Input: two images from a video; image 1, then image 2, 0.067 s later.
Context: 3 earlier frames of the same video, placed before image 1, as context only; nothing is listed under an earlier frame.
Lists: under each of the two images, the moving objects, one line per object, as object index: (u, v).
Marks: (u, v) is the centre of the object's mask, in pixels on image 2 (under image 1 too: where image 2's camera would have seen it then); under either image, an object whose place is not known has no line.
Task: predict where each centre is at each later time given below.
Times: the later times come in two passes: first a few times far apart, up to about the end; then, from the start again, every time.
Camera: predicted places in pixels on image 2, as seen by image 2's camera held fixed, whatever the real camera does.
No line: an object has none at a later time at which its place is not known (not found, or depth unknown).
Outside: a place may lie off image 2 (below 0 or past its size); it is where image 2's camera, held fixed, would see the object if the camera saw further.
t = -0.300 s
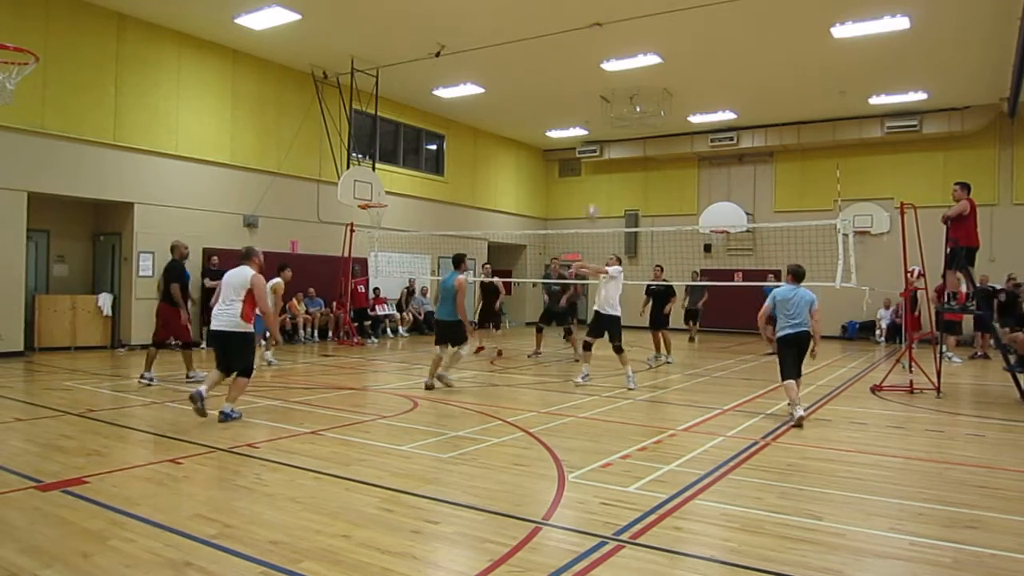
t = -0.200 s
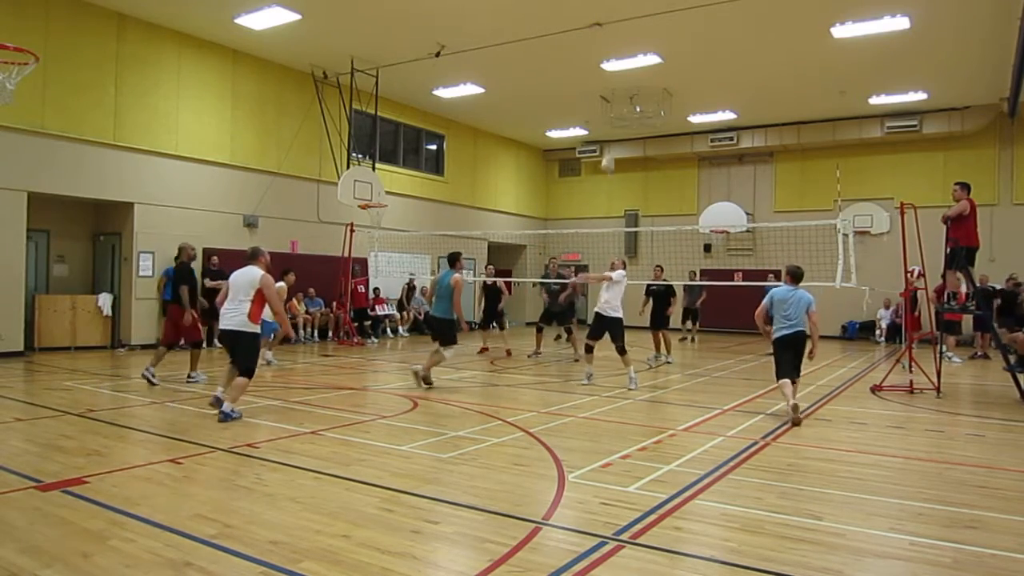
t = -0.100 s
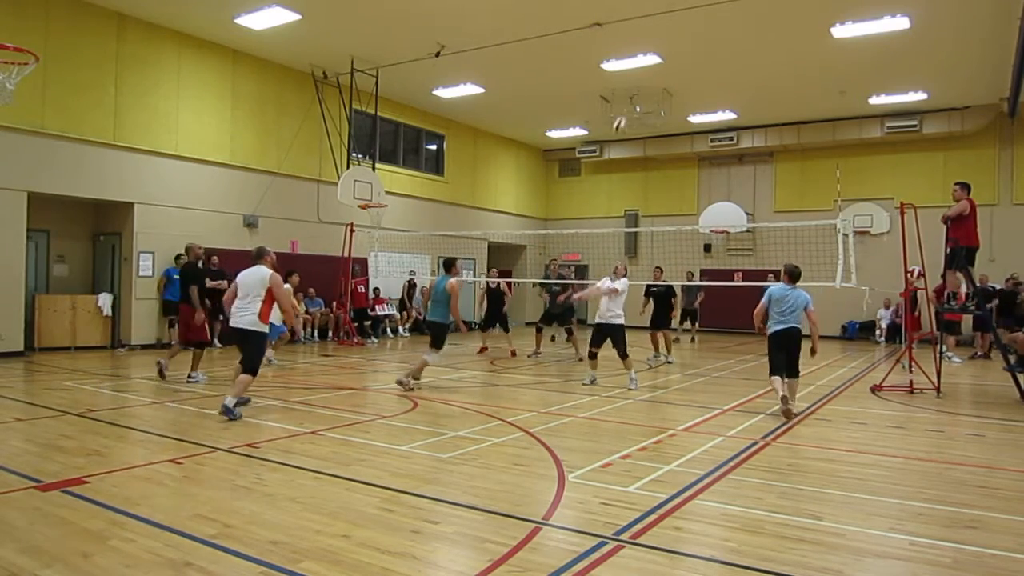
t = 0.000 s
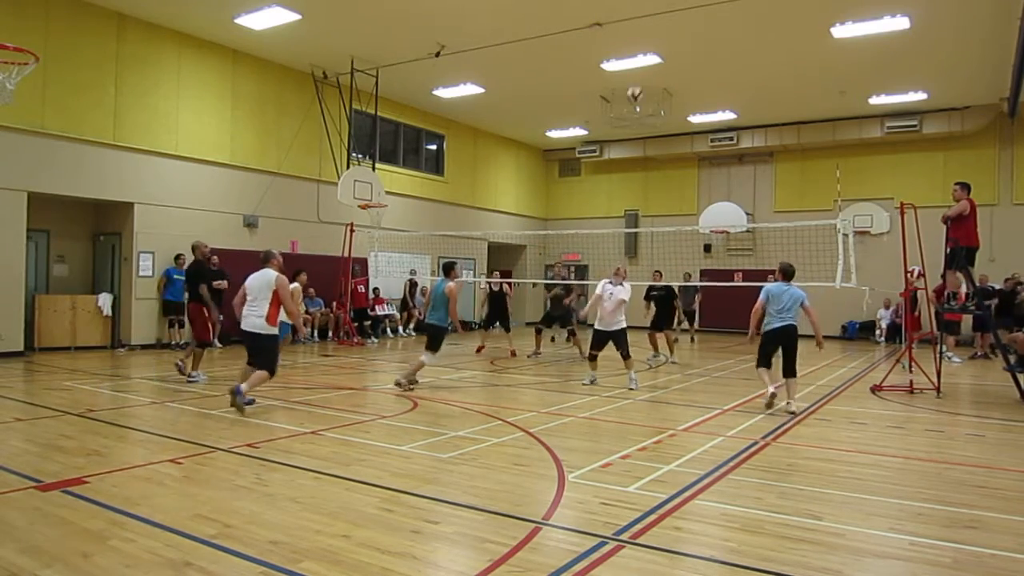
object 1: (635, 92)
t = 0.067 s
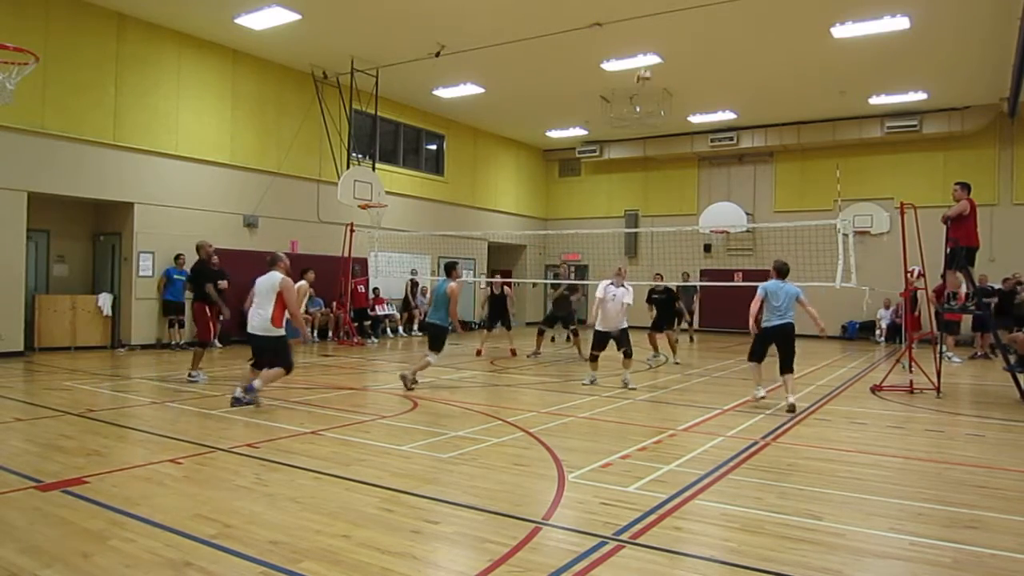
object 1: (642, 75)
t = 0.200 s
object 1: (662, 51)
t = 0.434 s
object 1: (692, 39)
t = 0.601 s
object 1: (712, 55)
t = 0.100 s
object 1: (650, 68)
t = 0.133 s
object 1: (654, 61)
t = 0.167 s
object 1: (659, 56)
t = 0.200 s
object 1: (662, 51)
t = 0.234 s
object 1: (666, 46)
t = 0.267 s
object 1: (671, 44)
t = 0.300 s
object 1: (676, 41)
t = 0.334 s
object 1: (679, 40)
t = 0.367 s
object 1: (684, 39)
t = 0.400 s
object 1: (687, 39)
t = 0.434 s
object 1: (692, 39)
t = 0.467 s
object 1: (696, 40)
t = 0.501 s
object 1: (700, 43)
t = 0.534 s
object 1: (705, 46)
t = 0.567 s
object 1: (709, 50)
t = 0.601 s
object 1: (712, 55)
